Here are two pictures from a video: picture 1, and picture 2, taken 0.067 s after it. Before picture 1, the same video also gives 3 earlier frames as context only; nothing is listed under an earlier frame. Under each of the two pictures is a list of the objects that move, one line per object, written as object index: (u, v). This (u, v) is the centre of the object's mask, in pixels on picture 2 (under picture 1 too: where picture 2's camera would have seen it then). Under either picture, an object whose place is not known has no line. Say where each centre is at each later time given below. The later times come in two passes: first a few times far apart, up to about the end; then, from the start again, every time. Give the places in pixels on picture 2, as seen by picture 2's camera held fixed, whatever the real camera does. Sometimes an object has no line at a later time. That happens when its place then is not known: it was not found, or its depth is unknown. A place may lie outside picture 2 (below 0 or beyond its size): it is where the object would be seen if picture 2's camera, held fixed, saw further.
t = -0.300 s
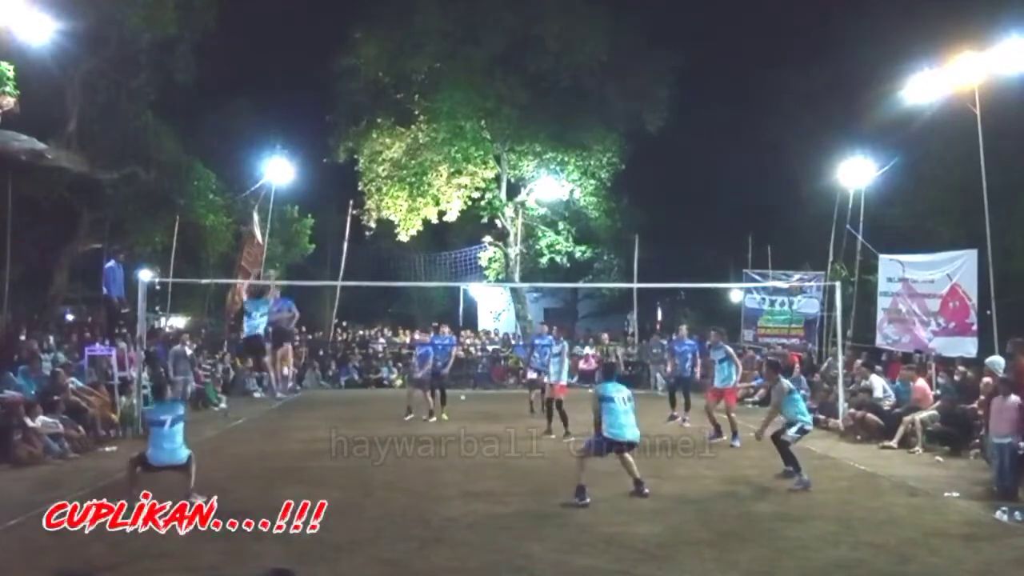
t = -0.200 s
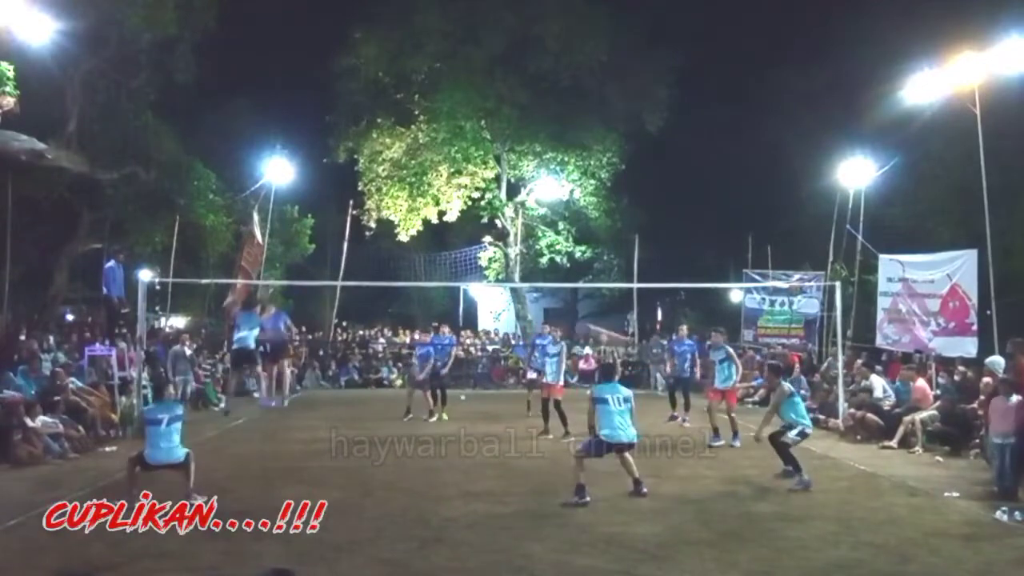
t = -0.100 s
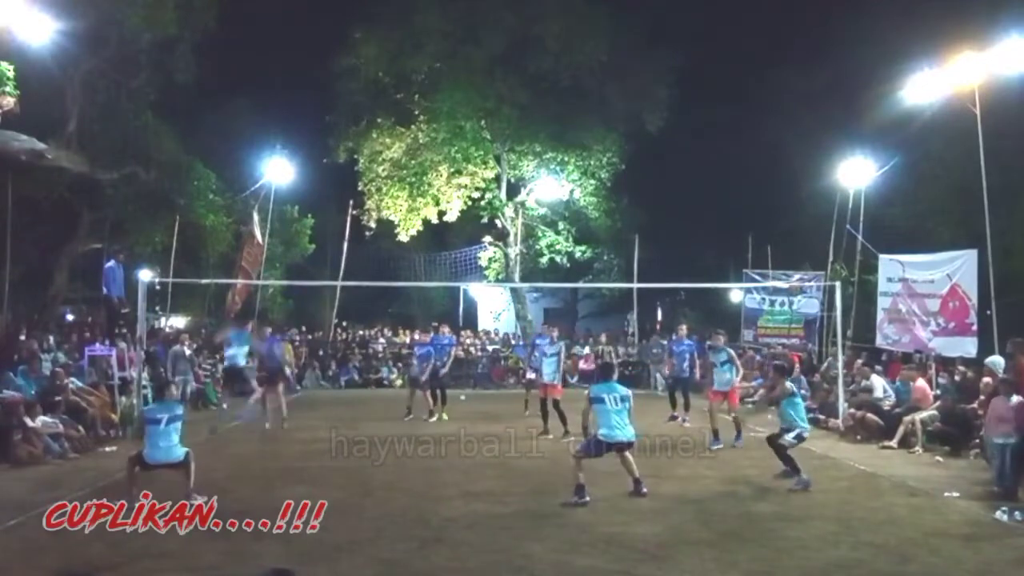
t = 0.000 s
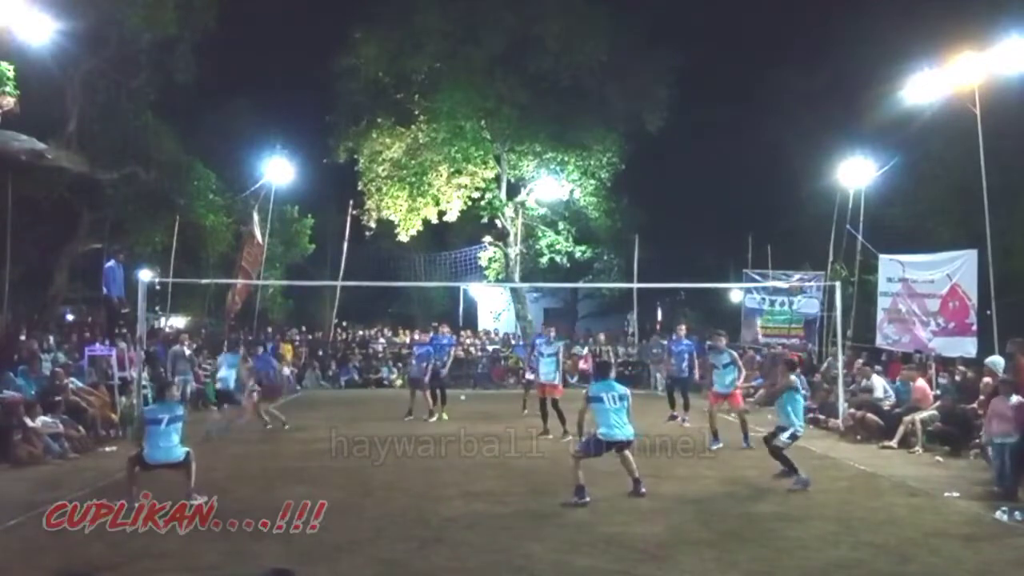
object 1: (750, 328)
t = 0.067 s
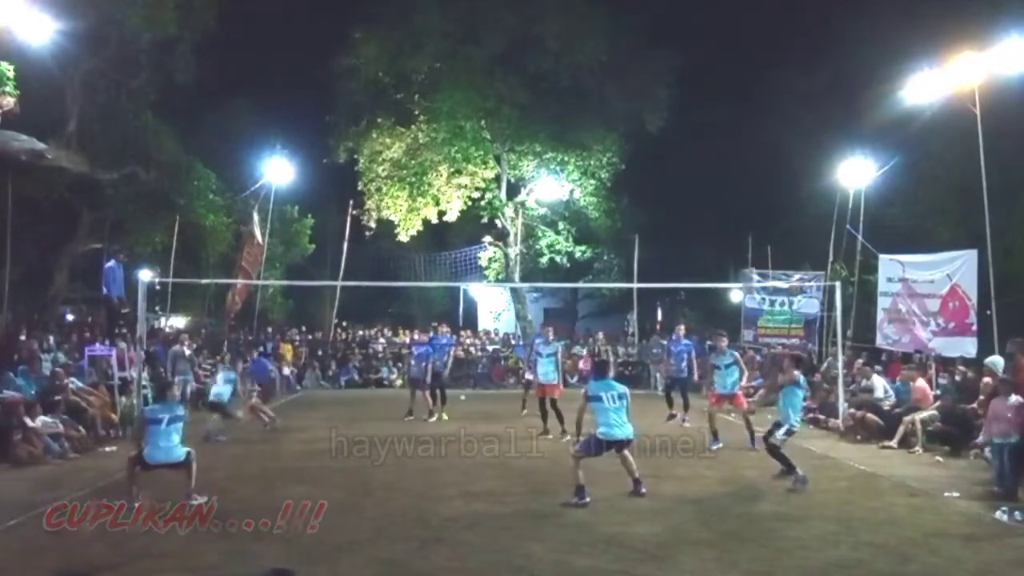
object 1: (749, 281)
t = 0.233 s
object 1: (739, 179)
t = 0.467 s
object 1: (730, 74)
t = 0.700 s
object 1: (723, 12)
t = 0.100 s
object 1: (746, 257)
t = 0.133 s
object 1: (744, 238)
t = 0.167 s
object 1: (742, 217)
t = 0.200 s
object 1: (741, 198)
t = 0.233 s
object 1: (739, 179)
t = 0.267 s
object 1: (738, 161)
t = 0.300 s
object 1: (736, 144)
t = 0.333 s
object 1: (735, 129)
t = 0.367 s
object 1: (734, 113)
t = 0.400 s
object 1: (732, 99)
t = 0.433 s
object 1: (731, 85)
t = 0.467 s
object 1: (730, 74)
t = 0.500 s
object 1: (729, 62)
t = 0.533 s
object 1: (727, 51)
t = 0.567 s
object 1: (726, 41)
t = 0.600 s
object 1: (725, 32)
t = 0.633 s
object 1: (724, 25)
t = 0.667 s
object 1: (723, 18)
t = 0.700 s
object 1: (723, 12)
